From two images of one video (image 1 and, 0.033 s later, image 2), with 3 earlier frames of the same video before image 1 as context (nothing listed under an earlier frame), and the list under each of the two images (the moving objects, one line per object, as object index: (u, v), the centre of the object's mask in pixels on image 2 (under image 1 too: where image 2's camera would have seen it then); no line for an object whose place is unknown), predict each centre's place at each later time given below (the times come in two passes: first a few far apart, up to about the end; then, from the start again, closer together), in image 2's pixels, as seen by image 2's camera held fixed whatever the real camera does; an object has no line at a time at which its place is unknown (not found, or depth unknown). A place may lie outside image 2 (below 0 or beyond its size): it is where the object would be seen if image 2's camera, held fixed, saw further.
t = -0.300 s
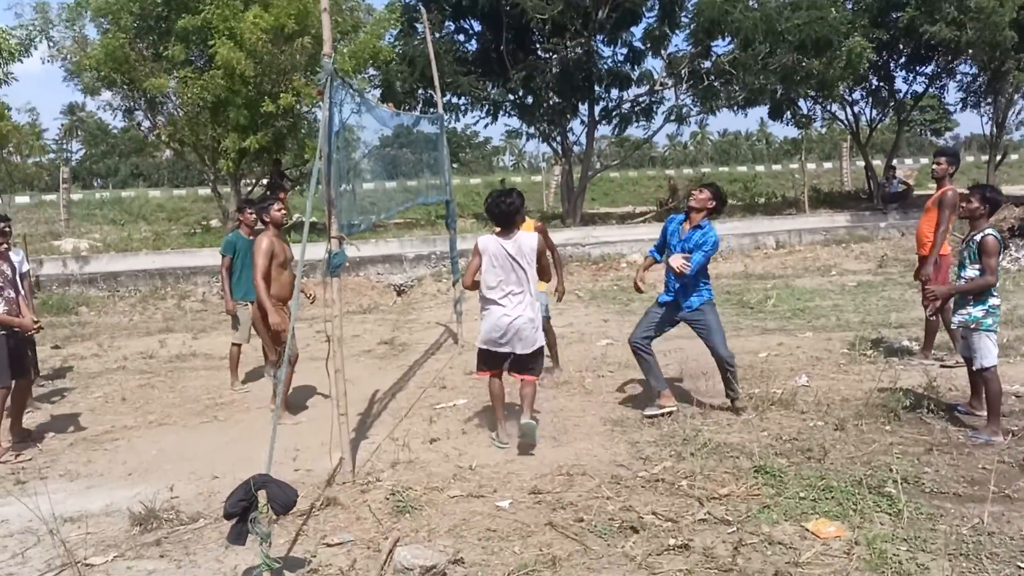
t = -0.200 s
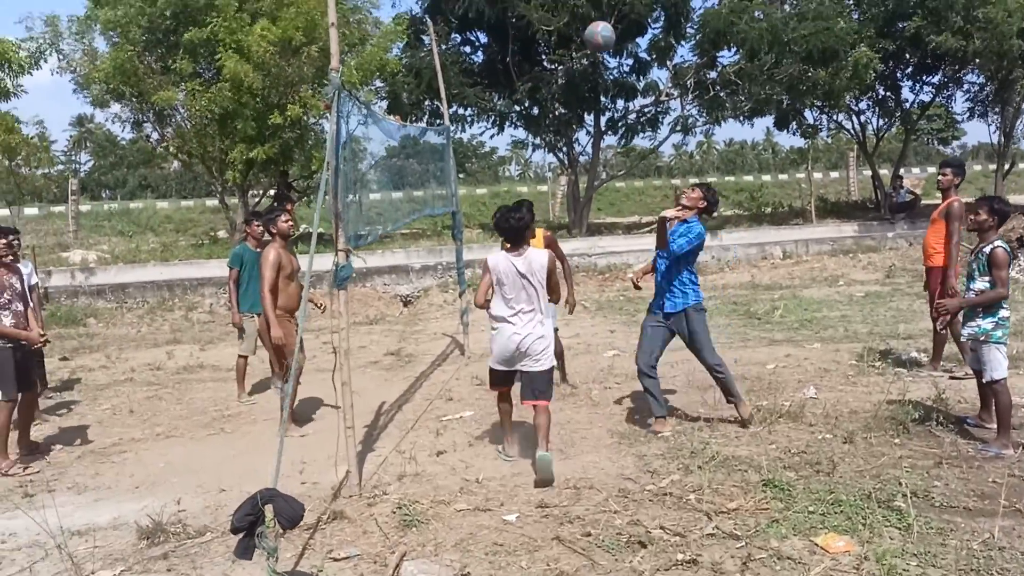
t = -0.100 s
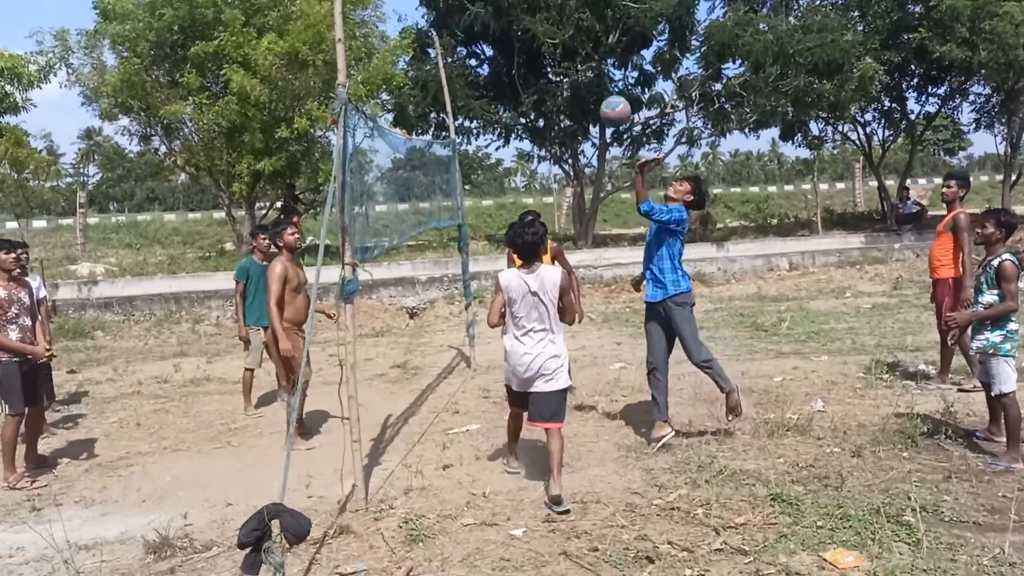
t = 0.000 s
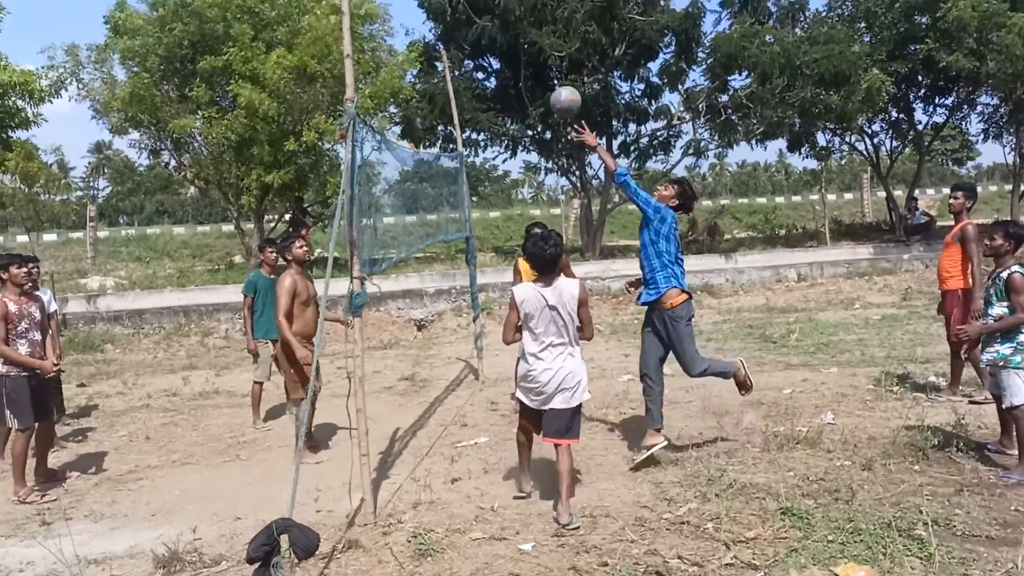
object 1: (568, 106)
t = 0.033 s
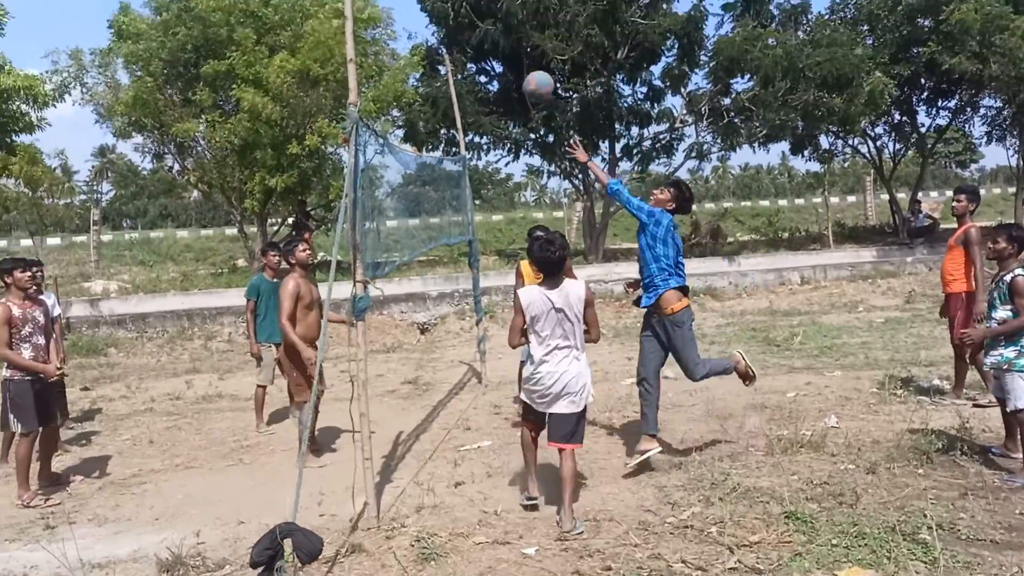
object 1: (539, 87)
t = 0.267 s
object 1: (327, 5)
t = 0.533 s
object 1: (81, 29)
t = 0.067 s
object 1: (509, 70)
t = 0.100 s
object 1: (479, 54)
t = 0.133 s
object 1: (449, 41)
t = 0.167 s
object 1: (418, 31)
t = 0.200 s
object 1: (387, 20)
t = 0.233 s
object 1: (362, 12)
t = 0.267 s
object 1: (327, 5)
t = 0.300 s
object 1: (295, 1)
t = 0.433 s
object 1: (171, 3)
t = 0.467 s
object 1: (141, 12)
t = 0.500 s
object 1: (112, 19)
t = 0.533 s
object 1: (81, 29)
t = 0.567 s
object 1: (50, 42)
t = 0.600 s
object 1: (18, 55)
